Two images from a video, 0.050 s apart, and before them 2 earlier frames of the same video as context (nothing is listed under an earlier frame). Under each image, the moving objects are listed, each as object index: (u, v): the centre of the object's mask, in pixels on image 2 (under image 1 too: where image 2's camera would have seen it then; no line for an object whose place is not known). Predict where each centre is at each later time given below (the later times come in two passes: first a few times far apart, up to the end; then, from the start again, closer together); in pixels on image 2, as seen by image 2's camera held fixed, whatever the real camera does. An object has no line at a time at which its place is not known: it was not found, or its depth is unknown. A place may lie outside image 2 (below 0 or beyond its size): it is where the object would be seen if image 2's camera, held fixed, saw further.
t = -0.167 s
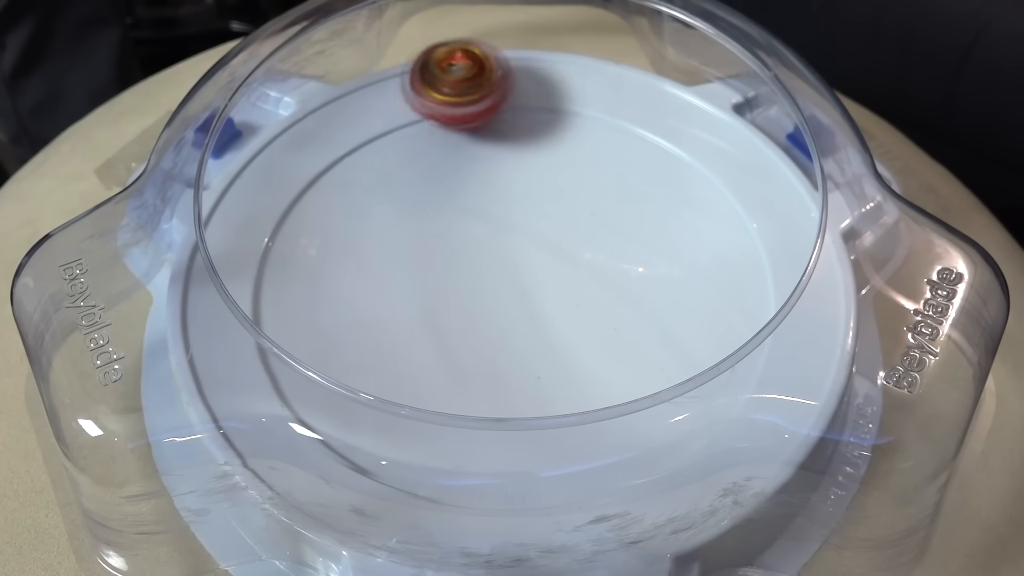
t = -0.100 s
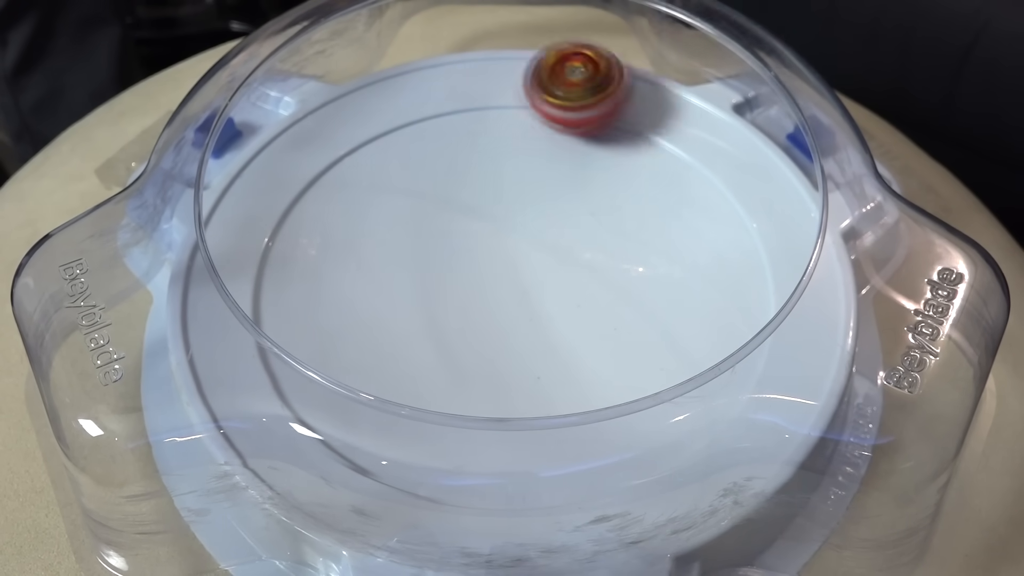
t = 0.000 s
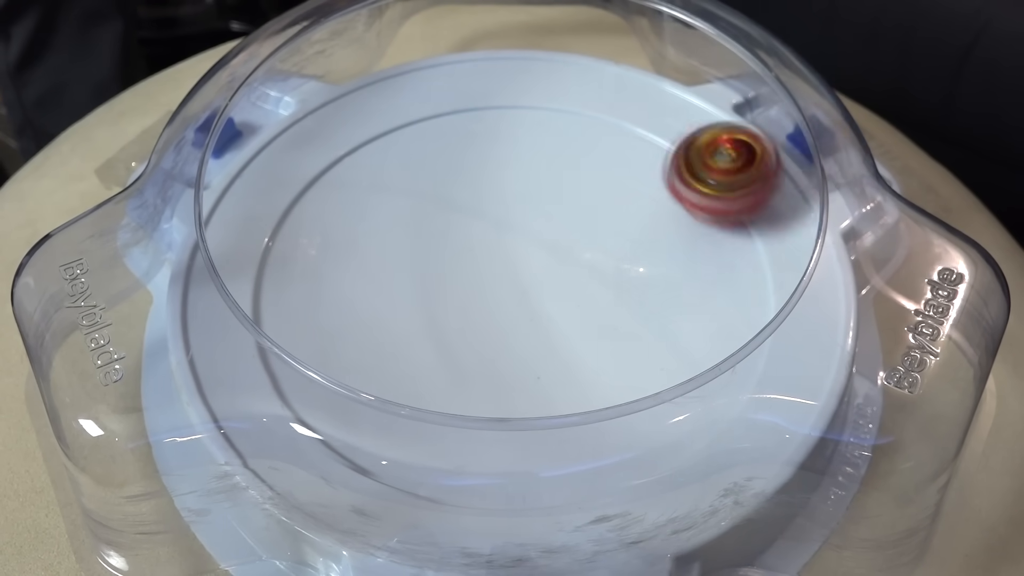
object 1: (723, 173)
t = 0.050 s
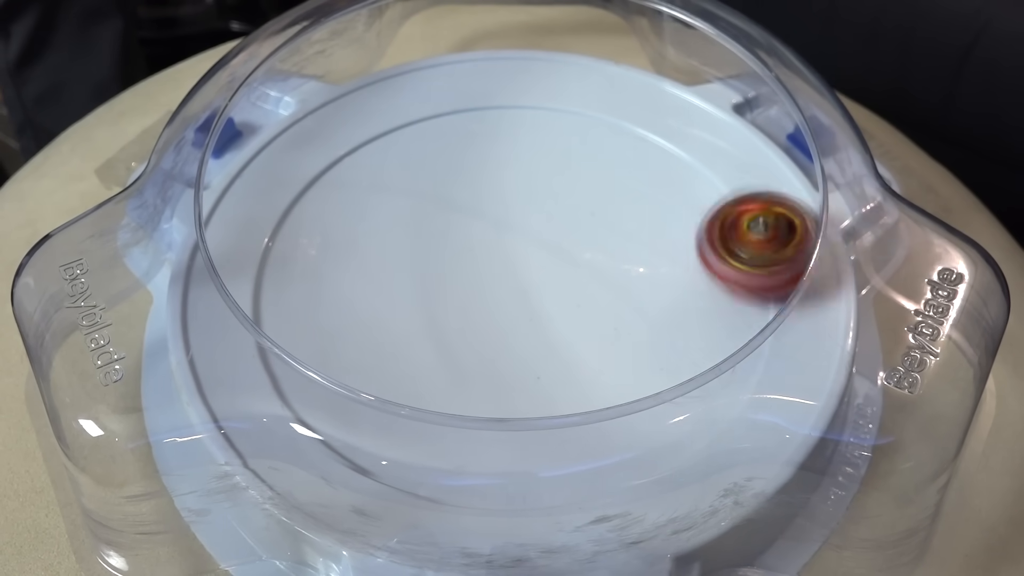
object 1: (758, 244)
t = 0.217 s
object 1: (590, 463)
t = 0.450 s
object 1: (268, 273)
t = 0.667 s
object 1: (498, 84)
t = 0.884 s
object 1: (759, 247)
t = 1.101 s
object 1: (527, 476)
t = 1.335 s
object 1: (266, 231)
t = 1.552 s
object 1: (510, 89)
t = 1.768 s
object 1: (747, 237)
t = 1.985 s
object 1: (557, 470)
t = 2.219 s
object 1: (274, 270)
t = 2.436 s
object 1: (459, 92)
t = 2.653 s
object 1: (725, 172)
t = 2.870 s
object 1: (653, 418)
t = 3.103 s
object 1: (311, 319)
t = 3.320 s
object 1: (367, 117)
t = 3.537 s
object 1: (643, 115)
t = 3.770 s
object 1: (676, 367)
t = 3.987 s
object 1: (345, 408)
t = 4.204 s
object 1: (295, 177)
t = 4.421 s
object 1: (556, 108)
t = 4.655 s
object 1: (742, 287)
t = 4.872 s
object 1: (516, 471)
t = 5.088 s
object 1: (292, 291)
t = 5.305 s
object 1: (435, 109)
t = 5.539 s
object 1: (698, 142)
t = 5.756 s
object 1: (694, 367)
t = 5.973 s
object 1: (374, 379)
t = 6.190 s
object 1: (298, 174)
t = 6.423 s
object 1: (543, 90)
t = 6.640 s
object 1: (713, 257)
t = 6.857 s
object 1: (537, 447)
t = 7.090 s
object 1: (274, 316)
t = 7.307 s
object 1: (392, 136)
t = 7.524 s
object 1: (642, 131)
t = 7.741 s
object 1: (758, 301)
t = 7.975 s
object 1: (488, 431)
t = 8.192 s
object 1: (308, 260)
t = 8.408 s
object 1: (417, 94)
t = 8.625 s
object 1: (647, 127)
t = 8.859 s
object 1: (665, 342)
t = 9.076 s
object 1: (401, 421)
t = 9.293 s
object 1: (271, 248)
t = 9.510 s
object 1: (451, 124)
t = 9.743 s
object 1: (694, 181)
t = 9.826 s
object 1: (747, 243)
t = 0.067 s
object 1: (754, 266)
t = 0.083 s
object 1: (758, 295)
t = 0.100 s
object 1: (749, 322)
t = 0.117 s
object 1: (738, 350)
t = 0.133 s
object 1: (722, 373)
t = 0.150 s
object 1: (704, 398)
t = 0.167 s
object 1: (681, 417)
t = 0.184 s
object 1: (653, 431)
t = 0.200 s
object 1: (623, 456)
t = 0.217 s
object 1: (590, 463)
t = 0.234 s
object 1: (554, 461)
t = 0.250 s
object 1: (519, 473)
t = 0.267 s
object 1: (484, 473)
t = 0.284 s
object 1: (449, 468)
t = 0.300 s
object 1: (415, 461)
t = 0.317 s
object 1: (388, 442)
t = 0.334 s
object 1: (359, 429)
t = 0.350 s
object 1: (333, 410)
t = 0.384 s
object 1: (292, 370)
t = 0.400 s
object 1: (276, 344)
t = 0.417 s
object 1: (266, 323)
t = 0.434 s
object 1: (263, 296)
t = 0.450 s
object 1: (268, 273)
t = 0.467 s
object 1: (263, 250)
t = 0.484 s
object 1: (265, 227)
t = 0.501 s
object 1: (274, 206)
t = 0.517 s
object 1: (287, 185)
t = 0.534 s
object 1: (301, 166)
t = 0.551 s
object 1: (321, 147)
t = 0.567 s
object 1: (341, 132)
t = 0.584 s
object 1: (365, 120)
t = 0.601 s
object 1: (389, 107)
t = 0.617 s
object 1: (415, 96)
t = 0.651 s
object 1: (471, 86)
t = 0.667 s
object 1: (498, 84)
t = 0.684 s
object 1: (528, 83)
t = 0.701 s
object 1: (557, 86)
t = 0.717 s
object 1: (585, 92)
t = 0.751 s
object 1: (637, 108)
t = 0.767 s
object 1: (661, 120)
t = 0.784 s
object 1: (684, 134)
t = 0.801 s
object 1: (704, 149)
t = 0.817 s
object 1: (722, 166)
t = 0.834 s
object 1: (737, 184)
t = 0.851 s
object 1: (750, 205)
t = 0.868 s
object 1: (759, 227)
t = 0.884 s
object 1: (759, 247)
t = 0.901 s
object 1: (757, 266)
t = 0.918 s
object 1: (763, 291)
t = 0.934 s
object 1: (756, 315)
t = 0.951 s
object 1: (747, 338)
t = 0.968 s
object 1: (731, 356)
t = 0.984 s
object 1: (717, 380)
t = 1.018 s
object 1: (674, 417)
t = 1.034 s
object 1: (649, 430)
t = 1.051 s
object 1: (622, 445)
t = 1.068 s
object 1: (592, 465)
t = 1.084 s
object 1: (558, 470)
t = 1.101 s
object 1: (527, 476)
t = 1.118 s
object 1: (493, 467)
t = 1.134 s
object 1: (457, 471)
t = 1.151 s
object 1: (420, 461)
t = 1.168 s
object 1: (388, 453)
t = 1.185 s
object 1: (363, 430)
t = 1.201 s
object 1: (335, 411)
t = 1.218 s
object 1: (315, 391)
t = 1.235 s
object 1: (296, 371)
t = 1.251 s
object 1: (281, 346)
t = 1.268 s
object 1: (273, 321)
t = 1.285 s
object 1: (267, 298)
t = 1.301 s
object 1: (271, 274)
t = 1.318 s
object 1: (266, 252)
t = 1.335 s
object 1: (266, 231)
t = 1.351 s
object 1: (276, 211)
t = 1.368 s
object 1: (285, 190)
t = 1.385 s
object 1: (300, 172)
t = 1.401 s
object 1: (315, 155)
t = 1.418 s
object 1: (331, 141)
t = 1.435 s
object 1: (350, 127)
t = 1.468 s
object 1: (392, 107)
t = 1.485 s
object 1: (414, 100)
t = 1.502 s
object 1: (438, 94)
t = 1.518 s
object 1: (462, 90)
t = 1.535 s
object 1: (486, 89)
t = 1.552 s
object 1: (510, 89)
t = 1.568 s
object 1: (535, 91)
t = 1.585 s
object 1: (559, 96)
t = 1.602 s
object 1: (582, 102)
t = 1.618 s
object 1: (603, 109)
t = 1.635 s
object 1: (624, 118)
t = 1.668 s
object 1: (662, 141)
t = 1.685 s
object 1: (680, 154)
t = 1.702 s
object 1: (697, 168)
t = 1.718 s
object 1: (712, 183)
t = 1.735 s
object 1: (725, 200)
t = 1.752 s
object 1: (738, 219)
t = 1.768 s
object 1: (747, 237)
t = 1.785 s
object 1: (751, 256)
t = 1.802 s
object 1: (750, 273)
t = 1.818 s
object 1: (757, 297)
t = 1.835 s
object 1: (755, 319)
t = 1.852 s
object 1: (750, 341)
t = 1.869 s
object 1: (741, 363)
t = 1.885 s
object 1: (720, 380)
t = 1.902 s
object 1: (697, 399)
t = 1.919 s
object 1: (677, 418)
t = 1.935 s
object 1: (651, 432)
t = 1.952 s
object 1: (625, 455)
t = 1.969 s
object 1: (590, 462)
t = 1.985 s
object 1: (557, 470)
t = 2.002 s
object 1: (522, 463)
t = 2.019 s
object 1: (486, 470)
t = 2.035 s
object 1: (454, 467)
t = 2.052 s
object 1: (422, 460)
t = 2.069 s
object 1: (392, 442)
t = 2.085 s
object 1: (367, 428)
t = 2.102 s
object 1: (343, 412)
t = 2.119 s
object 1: (320, 394)
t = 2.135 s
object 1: (303, 375)
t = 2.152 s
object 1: (292, 352)
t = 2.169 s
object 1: (282, 332)
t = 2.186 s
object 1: (278, 309)
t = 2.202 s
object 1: (279, 286)
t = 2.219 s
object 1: (274, 270)
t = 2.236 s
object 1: (274, 251)
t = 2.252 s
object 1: (278, 231)
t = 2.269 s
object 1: (286, 213)
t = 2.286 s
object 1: (297, 195)
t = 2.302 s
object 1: (309, 178)
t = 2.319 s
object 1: (323, 163)
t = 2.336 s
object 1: (340, 148)
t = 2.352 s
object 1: (357, 136)
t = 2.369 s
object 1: (376, 125)
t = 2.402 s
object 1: (417, 105)
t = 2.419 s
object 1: (437, 98)
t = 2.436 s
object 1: (459, 92)
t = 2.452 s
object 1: (481, 88)
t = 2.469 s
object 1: (504, 85)
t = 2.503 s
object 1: (547, 82)
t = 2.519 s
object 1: (569, 84)
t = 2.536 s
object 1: (590, 87)
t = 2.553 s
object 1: (611, 94)
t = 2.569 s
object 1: (632, 104)
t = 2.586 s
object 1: (653, 115)
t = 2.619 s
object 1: (695, 138)
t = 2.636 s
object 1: (710, 154)
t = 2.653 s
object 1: (725, 172)
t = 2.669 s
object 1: (741, 190)
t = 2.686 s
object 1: (750, 208)
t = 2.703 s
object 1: (758, 229)
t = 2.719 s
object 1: (759, 248)
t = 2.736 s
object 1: (755, 266)
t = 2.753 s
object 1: (759, 290)
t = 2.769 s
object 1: (755, 310)
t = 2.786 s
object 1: (749, 331)
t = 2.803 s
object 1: (735, 352)
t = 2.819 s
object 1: (720, 371)
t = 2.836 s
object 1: (701, 388)
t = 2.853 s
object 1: (678, 406)
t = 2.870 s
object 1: (653, 418)
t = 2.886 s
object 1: (623, 431)
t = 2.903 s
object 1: (595, 439)
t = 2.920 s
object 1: (563, 441)
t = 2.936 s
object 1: (531, 445)
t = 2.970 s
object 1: (471, 439)
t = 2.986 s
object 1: (440, 430)
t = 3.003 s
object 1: (414, 421)
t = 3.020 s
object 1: (388, 414)
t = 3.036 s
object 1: (366, 392)
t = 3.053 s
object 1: (345, 379)
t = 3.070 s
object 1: (330, 360)
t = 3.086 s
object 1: (317, 343)
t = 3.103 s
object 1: (311, 319)
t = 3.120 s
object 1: (300, 305)
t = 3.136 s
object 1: (292, 289)
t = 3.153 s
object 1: (282, 271)
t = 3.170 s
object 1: (281, 253)
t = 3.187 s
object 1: (282, 235)
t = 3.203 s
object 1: (284, 216)
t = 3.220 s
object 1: (290, 199)
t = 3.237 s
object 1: (297, 182)
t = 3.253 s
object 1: (305, 165)
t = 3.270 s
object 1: (316, 150)
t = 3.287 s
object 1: (329, 135)
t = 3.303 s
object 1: (347, 126)
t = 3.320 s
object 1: (367, 117)
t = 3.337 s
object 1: (386, 108)
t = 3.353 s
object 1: (405, 99)
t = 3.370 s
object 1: (427, 91)
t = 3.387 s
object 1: (449, 87)
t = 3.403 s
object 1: (473, 84)
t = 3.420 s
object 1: (496, 83)
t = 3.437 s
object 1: (520, 82)
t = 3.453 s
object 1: (544, 83)
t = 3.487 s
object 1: (587, 91)
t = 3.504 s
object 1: (607, 97)
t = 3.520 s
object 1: (626, 105)
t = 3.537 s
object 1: (643, 115)
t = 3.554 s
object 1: (662, 127)
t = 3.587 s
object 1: (695, 156)
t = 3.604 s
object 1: (708, 172)
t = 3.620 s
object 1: (718, 189)
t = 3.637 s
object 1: (726, 209)
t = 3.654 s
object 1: (732, 229)
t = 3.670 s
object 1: (734, 249)
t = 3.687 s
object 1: (733, 271)
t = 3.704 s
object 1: (725, 290)
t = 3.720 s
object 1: (715, 308)
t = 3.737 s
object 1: (701, 324)
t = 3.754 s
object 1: (693, 348)
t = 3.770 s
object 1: (676, 367)
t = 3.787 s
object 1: (659, 383)
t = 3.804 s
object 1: (637, 398)
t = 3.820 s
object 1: (611, 407)
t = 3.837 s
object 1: (588, 424)
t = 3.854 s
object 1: (561, 431)
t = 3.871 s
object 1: (531, 438)
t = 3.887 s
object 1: (504, 440)
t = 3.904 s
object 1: (475, 441)
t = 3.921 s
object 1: (446, 439)
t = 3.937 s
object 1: (419, 435)
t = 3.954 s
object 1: (393, 428)
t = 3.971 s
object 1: (367, 419)
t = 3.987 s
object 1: (345, 408)
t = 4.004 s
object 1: (323, 395)
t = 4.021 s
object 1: (304, 379)
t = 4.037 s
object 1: (289, 367)
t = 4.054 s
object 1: (278, 343)
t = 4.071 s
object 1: (273, 324)
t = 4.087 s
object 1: (270, 305)
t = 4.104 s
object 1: (274, 283)
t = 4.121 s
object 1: (262, 265)
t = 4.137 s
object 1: (265, 248)
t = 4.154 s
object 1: (268, 229)
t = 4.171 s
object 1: (276, 211)
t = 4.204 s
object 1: (295, 177)
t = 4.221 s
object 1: (309, 163)
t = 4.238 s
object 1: (325, 150)
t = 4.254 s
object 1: (341, 138)
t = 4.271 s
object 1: (359, 127)
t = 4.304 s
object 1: (400, 112)
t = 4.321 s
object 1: (421, 106)
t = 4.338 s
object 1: (443, 102)
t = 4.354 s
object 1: (465, 101)
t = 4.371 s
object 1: (489, 100)
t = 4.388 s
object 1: (511, 101)
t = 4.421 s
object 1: (556, 108)
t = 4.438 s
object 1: (578, 114)
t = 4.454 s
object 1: (597, 121)
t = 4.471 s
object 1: (617, 129)
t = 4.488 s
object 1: (636, 139)
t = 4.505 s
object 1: (655, 149)
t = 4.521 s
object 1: (671, 160)
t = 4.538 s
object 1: (687, 174)
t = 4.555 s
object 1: (703, 189)
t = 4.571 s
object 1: (716, 203)
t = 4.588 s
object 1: (727, 220)
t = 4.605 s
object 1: (737, 237)
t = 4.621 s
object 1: (744, 255)
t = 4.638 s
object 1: (745, 271)
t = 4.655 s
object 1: (742, 287)
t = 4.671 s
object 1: (746, 310)
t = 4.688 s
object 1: (746, 330)
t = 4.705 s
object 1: (740, 349)
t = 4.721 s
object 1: (732, 369)
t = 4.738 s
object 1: (718, 387)
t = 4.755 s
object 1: (701, 404)
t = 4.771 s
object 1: (677, 415)
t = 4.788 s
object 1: (658, 431)
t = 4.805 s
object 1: (635, 452)
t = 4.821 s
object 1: (608, 459)
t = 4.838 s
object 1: (579, 465)
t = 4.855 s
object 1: (545, 468)
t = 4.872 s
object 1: (516, 471)
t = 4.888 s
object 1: (483, 471)
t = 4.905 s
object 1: (457, 459)
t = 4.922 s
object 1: (426, 461)
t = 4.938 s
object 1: (403, 442)
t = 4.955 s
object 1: (380, 432)
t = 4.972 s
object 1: (358, 418)
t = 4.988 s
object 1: (341, 402)
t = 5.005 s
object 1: (323, 388)
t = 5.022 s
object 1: (315, 364)
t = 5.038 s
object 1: (306, 345)
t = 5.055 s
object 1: (298, 326)
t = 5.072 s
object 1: (298, 305)
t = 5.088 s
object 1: (292, 291)
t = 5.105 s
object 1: (290, 273)
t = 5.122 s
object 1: (293, 254)
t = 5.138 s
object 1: (296, 236)
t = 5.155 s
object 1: (303, 219)
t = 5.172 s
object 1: (313, 204)
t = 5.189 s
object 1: (325, 188)
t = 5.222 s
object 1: (351, 159)
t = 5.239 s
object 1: (367, 148)
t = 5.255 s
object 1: (383, 137)
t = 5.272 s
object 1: (400, 127)
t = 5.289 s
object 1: (417, 117)
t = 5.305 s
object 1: (435, 109)
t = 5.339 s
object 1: (474, 97)
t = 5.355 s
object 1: (494, 93)
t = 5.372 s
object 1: (514, 90)
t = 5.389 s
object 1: (534, 87)
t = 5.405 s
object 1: (554, 86)
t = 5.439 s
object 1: (596, 89)
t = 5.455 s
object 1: (614, 94)
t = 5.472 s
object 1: (631, 103)
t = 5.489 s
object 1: (648, 111)
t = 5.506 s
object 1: (665, 120)
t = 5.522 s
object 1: (683, 130)
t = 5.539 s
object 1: (698, 142)
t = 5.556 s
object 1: (710, 158)
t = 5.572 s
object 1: (725, 172)
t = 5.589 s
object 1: (737, 188)
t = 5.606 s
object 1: (747, 205)
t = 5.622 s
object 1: (755, 223)
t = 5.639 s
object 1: (758, 241)
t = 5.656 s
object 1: (755, 258)
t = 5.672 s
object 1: (749, 275)
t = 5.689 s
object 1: (751, 297)
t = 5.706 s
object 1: (740, 315)
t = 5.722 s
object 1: (730, 333)
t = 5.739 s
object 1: (713, 349)
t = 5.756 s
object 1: (694, 367)
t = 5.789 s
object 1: (653, 395)
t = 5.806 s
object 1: (629, 403)
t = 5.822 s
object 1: (601, 409)
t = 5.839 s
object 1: (574, 415)
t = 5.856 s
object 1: (547, 417)
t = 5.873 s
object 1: (518, 418)
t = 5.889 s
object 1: (493, 418)
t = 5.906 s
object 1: (467, 417)
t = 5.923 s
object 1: (441, 410)
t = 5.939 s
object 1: (417, 400)
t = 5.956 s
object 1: (393, 389)
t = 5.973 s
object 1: (374, 379)
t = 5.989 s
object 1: (356, 366)
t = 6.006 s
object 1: (347, 344)
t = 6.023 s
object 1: (332, 333)
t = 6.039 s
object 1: (319, 320)
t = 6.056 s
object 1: (307, 306)
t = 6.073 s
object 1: (295, 290)
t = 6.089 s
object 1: (287, 273)
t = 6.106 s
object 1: (283, 257)
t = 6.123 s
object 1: (283, 240)
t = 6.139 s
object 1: (284, 223)
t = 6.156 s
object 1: (287, 206)
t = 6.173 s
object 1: (292, 191)
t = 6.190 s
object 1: (298, 174)
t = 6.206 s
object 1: (306, 159)
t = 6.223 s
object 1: (318, 147)
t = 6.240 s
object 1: (334, 136)
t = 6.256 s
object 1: (351, 127)
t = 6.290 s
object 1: (385, 109)
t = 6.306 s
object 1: (403, 100)
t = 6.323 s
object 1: (422, 94)
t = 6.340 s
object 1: (441, 89)
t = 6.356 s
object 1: (461, 86)
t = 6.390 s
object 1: (502, 85)
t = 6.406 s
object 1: (523, 87)
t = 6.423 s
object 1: (543, 90)
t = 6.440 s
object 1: (563, 95)
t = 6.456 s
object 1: (581, 102)
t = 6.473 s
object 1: (600, 110)
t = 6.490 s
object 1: (617, 121)
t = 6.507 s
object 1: (635, 132)
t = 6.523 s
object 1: (650, 144)
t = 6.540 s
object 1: (664, 157)
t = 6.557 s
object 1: (677, 171)
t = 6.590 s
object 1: (697, 204)
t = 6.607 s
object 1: (704, 221)
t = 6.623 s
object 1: (710, 239)
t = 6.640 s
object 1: (713, 257)
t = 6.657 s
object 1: (712, 275)
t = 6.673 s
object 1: (711, 293)
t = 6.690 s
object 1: (703, 309)
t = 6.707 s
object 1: (693, 323)
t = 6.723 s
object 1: (681, 337)
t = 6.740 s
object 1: (674, 359)
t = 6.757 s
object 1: (663, 378)
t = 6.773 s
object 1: (646, 390)
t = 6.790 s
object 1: (626, 403)
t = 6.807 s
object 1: (606, 422)
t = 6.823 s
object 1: (585, 430)
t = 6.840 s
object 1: (561, 440)
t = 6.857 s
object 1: (537, 447)
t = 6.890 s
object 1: (486, 452)
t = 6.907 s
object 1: (459, 453)
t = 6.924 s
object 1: (431, 449)
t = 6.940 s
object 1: (407, 443)
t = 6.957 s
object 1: (382, 437)
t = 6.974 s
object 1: (360, 427)
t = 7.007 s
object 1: (324, 401)
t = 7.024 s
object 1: (309, 386)
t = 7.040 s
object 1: (295, 371)
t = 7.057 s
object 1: (287, 351)
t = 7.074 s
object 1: (279, 334)
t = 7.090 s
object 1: (274, 316)
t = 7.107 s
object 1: (281, 295)
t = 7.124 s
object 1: (271, 281)
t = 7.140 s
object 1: (272, 263)
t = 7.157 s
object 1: (273, 248)
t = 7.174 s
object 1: (279, 231)
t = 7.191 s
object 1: (288, 215)
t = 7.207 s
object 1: (298, 201)
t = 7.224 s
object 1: (311, 188)
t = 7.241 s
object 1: (324, 176)
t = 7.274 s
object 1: (356, 155)
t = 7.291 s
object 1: (374, 145)
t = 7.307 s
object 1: (392, 136)
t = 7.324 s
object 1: (410, 129)
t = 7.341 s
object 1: (429, 123)
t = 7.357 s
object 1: (448, 118)
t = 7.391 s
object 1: (487, 112)
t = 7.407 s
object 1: (507, 110)
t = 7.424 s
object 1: (526, 110)
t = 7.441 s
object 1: (546, 111)
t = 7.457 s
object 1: (567, 113)
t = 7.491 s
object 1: (606, 121)
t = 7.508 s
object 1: (624, 126)
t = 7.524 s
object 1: (642, 131)
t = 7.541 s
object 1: (659, 138)
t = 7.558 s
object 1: (678, 146)
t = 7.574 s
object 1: (694, 155)
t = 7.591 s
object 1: (709, 165)
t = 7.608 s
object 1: (723, 177)
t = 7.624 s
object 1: (737, 188)
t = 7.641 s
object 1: (749, 202)
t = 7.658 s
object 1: (759, 218)
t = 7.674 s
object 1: (761, 234)
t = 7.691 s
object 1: (759, 250)
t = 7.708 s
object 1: (756, 264)
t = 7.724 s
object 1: (762, 283)
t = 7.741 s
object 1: (758, 301)
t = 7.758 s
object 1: (753, 319)
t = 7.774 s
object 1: (747, 336)
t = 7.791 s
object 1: (735, 352)
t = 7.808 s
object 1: (722, 370)
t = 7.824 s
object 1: (706, 383)
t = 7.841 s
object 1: (688, 397)
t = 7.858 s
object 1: (668, 409)
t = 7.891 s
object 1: (620, 426)
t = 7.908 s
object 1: (592, 432)
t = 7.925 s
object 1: (567, 435)
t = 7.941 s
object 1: (539, 435)
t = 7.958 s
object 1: (513, 433)
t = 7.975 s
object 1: (488, 431)
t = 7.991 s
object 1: (464, 416)
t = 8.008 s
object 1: (440, 414)
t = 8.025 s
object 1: (419, 404)
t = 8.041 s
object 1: (400, 394)
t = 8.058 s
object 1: (383, 380)
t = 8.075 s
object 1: (367, 367)
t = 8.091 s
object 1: (357, 347)
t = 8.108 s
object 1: (343, 335)
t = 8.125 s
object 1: (330, 323)
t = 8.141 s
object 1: (321, 309)
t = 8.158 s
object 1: (314, 293)
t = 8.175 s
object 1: (310, 277)
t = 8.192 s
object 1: (308, 260)
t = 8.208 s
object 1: (308, 244)
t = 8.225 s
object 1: (309, 228)
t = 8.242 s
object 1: (313, 213)
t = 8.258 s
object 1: (317, 196)
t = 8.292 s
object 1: (331, 169)
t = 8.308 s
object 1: (340, 155)
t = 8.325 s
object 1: (350, 142)
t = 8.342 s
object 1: (362, 131)
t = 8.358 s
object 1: (374, 120)
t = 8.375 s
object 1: (388, 110)
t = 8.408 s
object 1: (417, 94)
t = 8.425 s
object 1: (434, 88)
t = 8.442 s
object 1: (451, 85)
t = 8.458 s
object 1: (469, 84)
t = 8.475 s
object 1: (488, 82)
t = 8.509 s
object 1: (527, 82)
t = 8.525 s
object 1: (545, 84)
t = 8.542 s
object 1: (563, 87)
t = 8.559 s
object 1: (581, 93)
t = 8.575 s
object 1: (599, 99)
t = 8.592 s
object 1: (615, 107)
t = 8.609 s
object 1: (632, 117)
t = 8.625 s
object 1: (647, 127)
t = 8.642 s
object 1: (661, 139)
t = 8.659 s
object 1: (673, 152)
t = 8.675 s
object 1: (683, 166)
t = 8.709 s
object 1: (700, 197)
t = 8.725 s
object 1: (706, 214)
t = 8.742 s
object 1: (709, 231)
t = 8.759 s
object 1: (710, 248)
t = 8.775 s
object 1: (708, 266)
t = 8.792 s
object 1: (706, 283)
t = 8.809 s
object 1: (699, 301)
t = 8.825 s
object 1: (690, 316)
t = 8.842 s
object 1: (678, 330)
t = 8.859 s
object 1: (665, 342)
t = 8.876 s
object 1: (650, 353)
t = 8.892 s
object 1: (639, 374)
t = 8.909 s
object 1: (622, 387)
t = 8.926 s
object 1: (604, 397)
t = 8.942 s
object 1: (584, 407)
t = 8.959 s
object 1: (563, 414)
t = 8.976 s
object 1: (540, 418)
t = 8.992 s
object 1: (517, 428)
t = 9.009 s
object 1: (494, 431)
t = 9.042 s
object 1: (447, 429)
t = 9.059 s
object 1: (424, 425)
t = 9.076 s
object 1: (401, 421)
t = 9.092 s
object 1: (377, 411)
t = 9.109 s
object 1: (358, 404)
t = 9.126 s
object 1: (338, 395)
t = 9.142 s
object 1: (326, 377)
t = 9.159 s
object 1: (310, 368)
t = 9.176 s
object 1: (298, 354)
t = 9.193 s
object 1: (288, 340)
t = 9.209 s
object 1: (280, 324)
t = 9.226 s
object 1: (275, 308)
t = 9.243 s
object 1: (280, 290)
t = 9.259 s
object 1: (274, 277)
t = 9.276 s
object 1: (271, 263)
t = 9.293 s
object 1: (271, 248)
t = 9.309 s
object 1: (277, 232)
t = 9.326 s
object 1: (284, 218)
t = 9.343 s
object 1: (293, 204)
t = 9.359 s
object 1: (304, 192)
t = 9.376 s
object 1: (317, 180)
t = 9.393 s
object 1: (331, 169)
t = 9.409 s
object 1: (346, 160)
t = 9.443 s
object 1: (379, 144)
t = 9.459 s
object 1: (396, 137)
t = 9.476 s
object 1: (414, 131)
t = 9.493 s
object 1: (432, 127)
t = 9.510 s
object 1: (451, 124)
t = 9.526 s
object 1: (469, 121)
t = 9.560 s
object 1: (507, 120)
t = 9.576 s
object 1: (526, 121)
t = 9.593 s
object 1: (544, 123)
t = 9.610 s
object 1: (563, 126)
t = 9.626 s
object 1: (581, 130)
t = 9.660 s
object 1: (616, 140)
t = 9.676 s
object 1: (633, 146)
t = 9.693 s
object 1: (649, 153)
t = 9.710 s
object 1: (665, 161)
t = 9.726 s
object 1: (680, 170)
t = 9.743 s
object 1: (694, 181)
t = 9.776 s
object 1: (720, 203)
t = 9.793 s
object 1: (730, 215)
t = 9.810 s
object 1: (740, 229)
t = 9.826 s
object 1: (747, 243)
